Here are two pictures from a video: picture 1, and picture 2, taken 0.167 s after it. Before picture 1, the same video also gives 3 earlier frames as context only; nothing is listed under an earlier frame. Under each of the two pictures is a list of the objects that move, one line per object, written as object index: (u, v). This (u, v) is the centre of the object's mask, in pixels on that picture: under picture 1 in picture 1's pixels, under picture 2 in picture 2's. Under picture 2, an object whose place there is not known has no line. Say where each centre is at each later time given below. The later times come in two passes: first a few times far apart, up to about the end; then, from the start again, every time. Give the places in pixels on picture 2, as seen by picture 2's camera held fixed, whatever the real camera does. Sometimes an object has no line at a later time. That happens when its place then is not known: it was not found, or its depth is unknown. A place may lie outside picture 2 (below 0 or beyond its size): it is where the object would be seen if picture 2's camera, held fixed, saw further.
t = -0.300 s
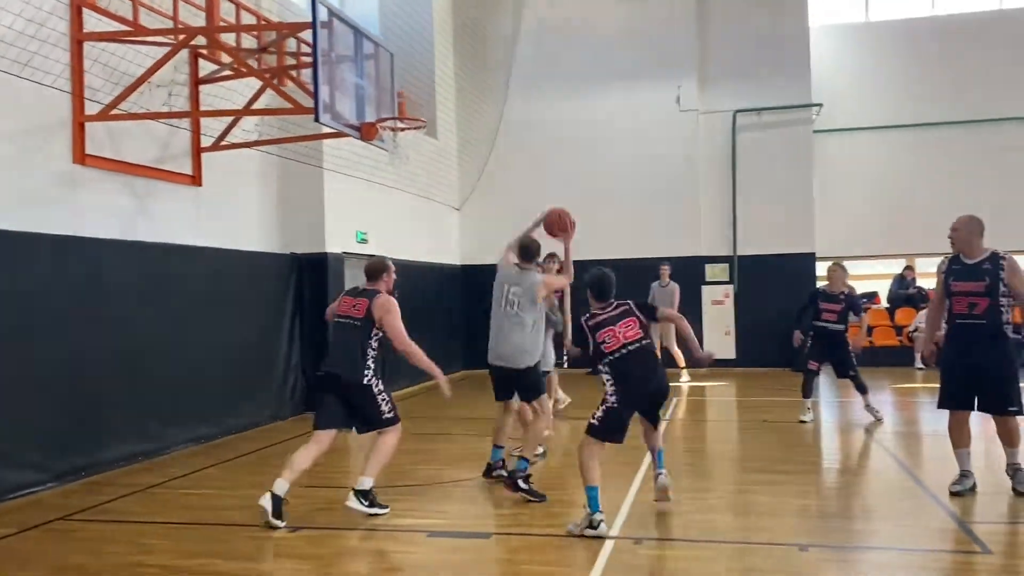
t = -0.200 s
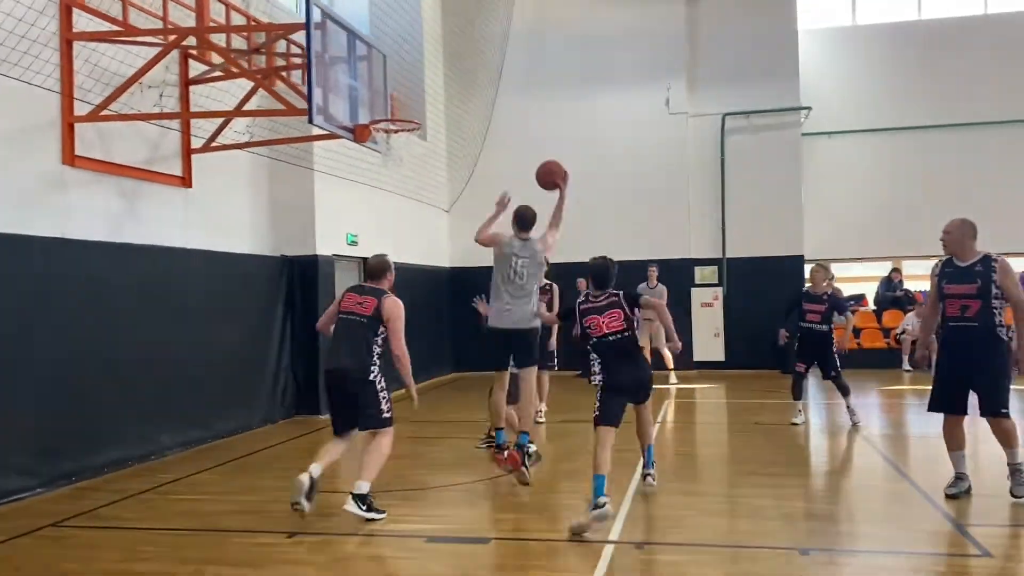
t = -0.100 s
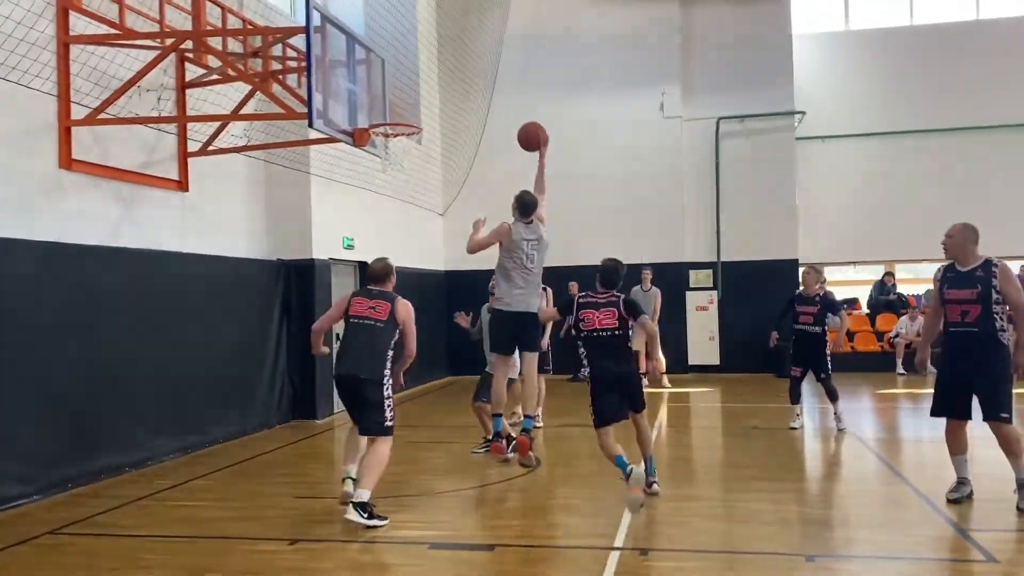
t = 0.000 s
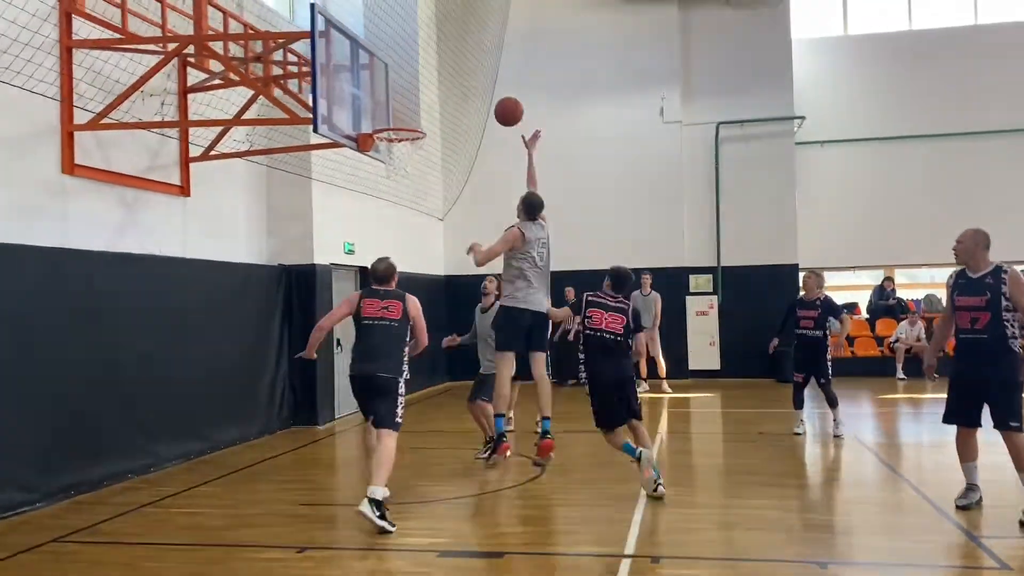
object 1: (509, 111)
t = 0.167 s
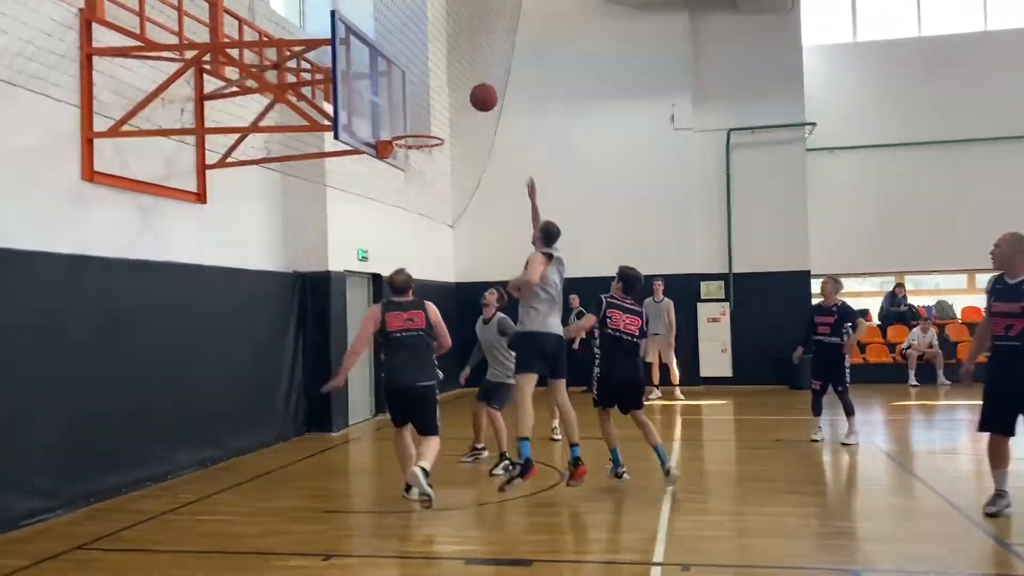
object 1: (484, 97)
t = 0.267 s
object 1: (461, 100)
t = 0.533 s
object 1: (408, 155)
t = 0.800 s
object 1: (427, 193)
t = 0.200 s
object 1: (476, 97)
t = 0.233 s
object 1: (468, 98)
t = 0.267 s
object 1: (461, 100)
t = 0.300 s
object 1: (453, 104)
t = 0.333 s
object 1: (446, 109)
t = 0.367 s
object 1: (439, 114)
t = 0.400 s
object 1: (430, 121)
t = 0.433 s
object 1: (423, 126)
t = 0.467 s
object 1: (417, 138)
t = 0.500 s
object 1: (410, 148)
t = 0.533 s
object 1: (408, 155)
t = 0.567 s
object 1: (407, 158)
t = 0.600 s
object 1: (409, 162)
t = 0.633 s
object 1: (412, 164)
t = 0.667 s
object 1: (415, 167)
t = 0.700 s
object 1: (418, 172)
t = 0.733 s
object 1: (422, 178)
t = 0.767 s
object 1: (424, 185)
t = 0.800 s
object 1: (427, 193)
